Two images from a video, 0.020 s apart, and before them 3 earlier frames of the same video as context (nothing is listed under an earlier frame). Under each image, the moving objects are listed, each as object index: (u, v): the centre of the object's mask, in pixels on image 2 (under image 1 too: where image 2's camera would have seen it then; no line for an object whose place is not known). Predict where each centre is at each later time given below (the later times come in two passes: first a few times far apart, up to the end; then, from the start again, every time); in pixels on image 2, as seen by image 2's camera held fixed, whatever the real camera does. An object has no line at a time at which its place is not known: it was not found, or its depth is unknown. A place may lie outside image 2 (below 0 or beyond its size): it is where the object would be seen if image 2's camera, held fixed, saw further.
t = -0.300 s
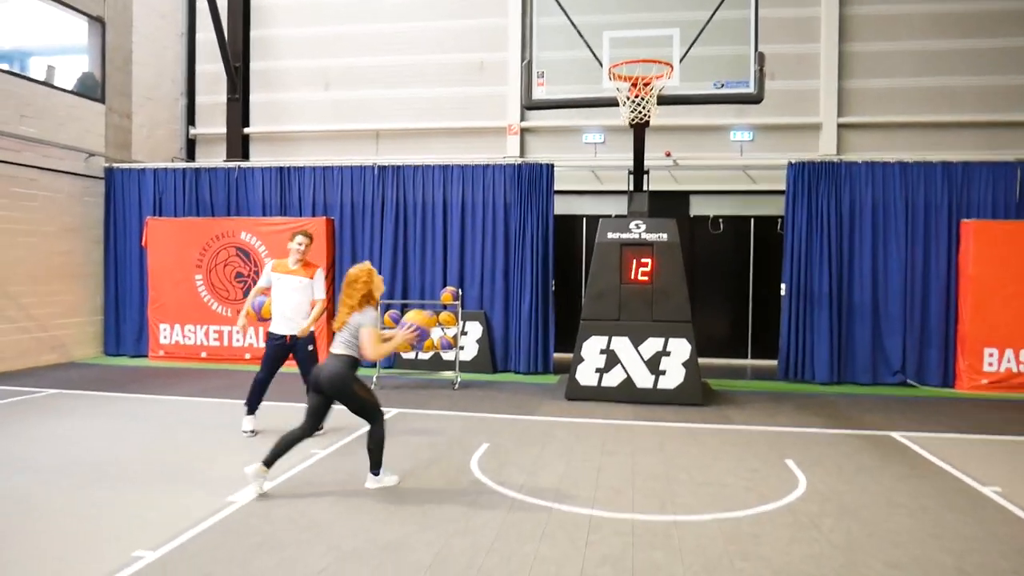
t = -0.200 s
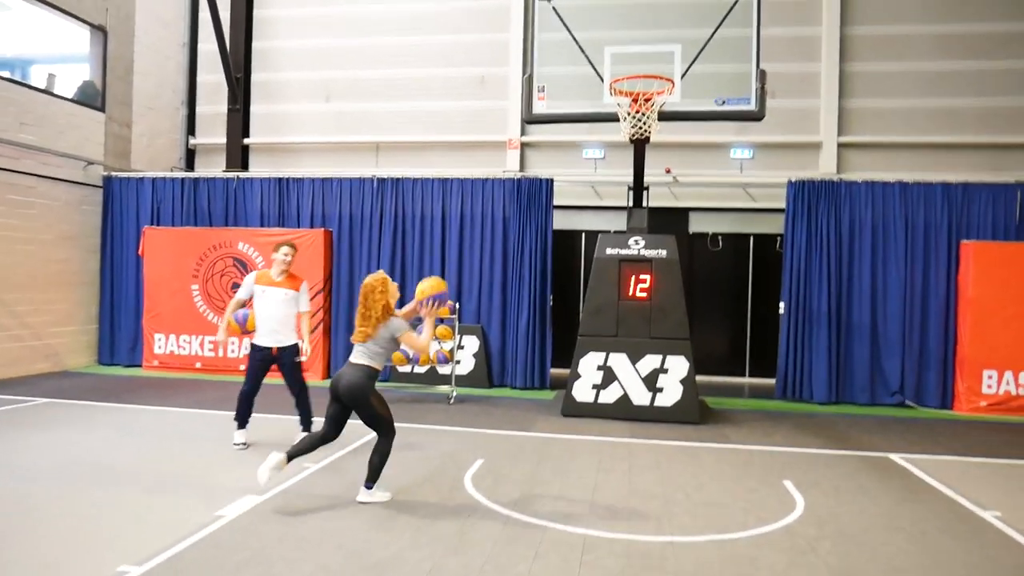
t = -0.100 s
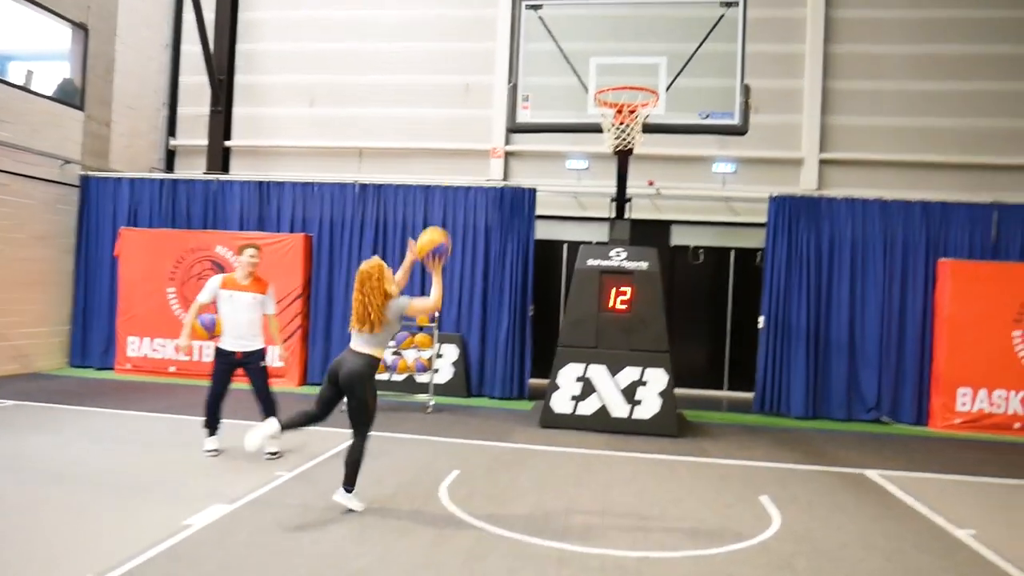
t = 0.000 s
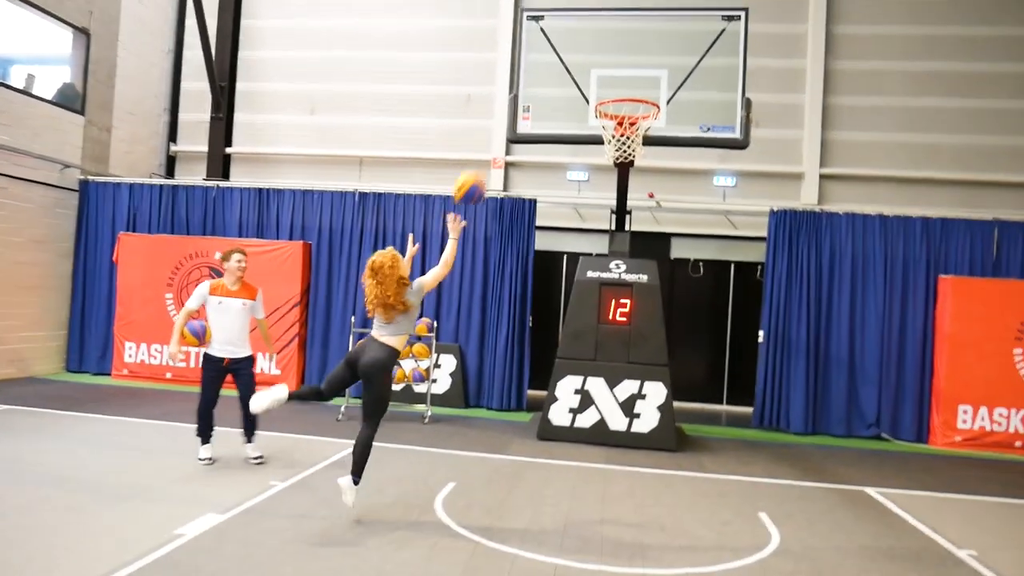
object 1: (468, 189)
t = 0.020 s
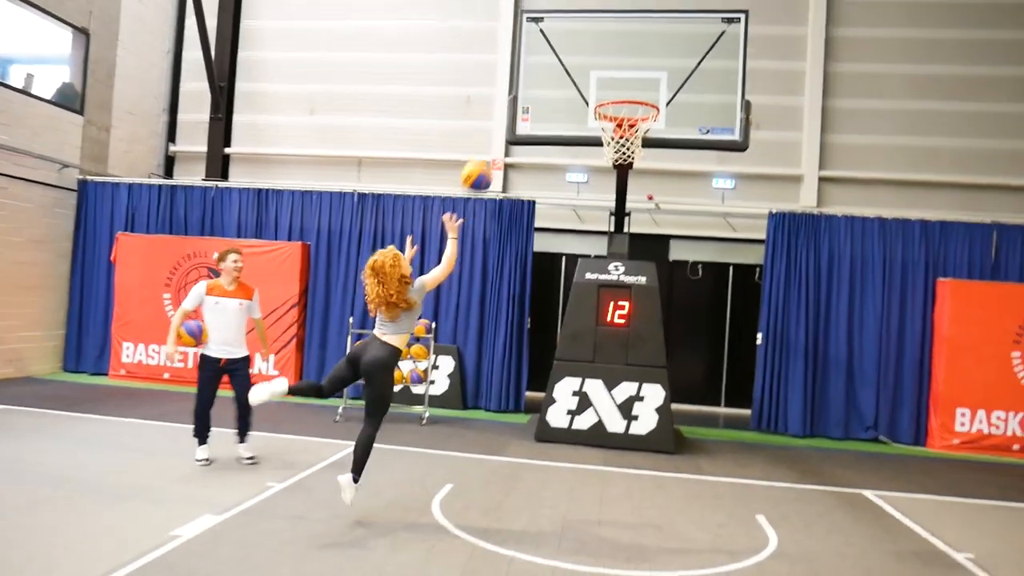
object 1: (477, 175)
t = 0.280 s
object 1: (567, 81)
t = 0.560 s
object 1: (621, 67)
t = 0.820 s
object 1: (650, 68)
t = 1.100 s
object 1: (672, 111)
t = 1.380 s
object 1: (678, 277)
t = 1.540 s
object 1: (689, 431)
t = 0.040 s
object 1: (485, 165)
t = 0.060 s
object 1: (492, 156)
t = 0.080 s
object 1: (500, 145)
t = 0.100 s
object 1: (507, 137)
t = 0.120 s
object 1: (514, 128)
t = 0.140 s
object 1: (520, 120)
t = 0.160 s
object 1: (526, 113)
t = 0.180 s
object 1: (534, 107)
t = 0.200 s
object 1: (541, 100)
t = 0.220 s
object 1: (548, 95)
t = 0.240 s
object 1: (554, 89)
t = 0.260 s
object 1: (561, 85)
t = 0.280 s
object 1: (567, 81)
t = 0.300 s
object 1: (573, 77)
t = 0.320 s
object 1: (580, 75)
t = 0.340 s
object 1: (585, 73)
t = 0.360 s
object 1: (590, 71)
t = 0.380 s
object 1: (594, 69)
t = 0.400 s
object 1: (597, 67)
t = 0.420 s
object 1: (600, 65)
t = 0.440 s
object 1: (603, 64)
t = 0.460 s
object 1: (605, 63)
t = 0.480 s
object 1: (609, 62)
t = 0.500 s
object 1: (612, 63)
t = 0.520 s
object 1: (615, 64)
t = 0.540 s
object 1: (617, 65)
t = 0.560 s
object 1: (621, 67)
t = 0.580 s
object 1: (622, 68)
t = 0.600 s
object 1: (625, 71)
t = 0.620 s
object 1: (628, 75)
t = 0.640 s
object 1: (631, 78)
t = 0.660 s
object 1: (634, 83)
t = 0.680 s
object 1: (637, 85)
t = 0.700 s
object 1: (639, 82)
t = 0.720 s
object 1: (640, 78)
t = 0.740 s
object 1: (642, 75)
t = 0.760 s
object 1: (644, 73)
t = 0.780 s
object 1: (646, 70)
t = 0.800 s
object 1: (648, 69)
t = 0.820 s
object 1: (650, 68)
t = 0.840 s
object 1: (652, 67)
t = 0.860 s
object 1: (654, 67)
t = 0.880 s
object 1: (655, 68)
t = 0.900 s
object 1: (657, 69)
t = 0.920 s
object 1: (658, 71)
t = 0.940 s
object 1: (660, 73)
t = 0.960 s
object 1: (662, 76)
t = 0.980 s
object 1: (664, 79)
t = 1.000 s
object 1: (665, 83)
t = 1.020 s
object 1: (667, 88)
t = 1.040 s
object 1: (668, 93)
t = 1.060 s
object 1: (670, 99)
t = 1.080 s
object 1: (671, 105)
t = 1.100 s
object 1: (672, 111)
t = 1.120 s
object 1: (673, 118)
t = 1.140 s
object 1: (675, 129)
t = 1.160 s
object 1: (677, 136)
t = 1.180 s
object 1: (677, 145)
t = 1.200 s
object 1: (678, 155)
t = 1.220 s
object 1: (679, 166)
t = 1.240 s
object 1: (680, 179)
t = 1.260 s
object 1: (680, 189)
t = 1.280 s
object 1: (682, 202)
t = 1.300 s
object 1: (681, 216)
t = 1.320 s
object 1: (683, 231)
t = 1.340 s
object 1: (683, 246)
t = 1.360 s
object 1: (684, 261)
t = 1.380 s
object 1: (678, 277)
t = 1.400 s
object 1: (679, 293)
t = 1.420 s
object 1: (680, 311)
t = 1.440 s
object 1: (681, 329)
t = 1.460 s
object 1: (681, 349)
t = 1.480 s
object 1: (682, 368)
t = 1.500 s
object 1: (682, 385)
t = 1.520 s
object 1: (687, 408)
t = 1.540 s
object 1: (689, 431)
